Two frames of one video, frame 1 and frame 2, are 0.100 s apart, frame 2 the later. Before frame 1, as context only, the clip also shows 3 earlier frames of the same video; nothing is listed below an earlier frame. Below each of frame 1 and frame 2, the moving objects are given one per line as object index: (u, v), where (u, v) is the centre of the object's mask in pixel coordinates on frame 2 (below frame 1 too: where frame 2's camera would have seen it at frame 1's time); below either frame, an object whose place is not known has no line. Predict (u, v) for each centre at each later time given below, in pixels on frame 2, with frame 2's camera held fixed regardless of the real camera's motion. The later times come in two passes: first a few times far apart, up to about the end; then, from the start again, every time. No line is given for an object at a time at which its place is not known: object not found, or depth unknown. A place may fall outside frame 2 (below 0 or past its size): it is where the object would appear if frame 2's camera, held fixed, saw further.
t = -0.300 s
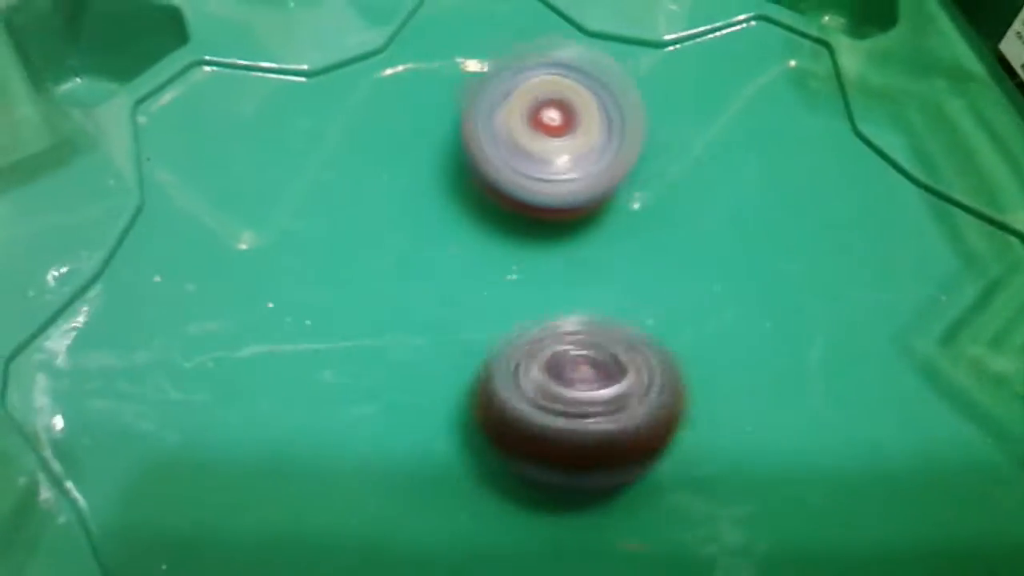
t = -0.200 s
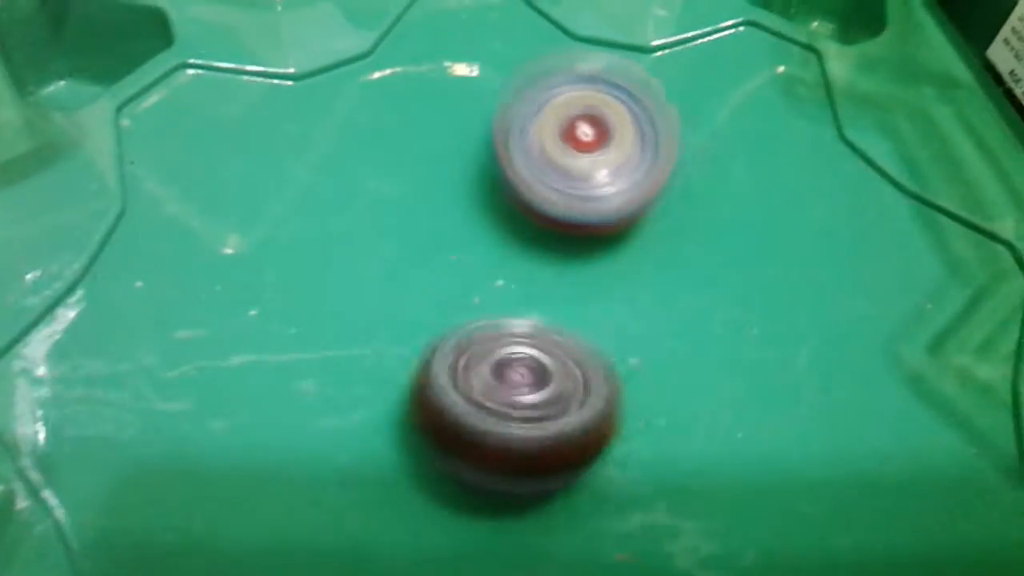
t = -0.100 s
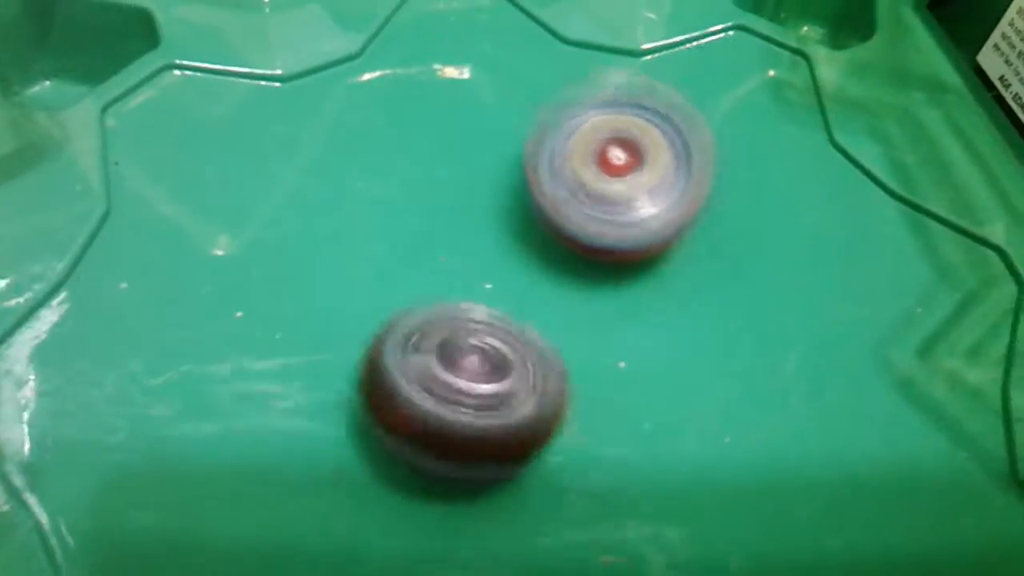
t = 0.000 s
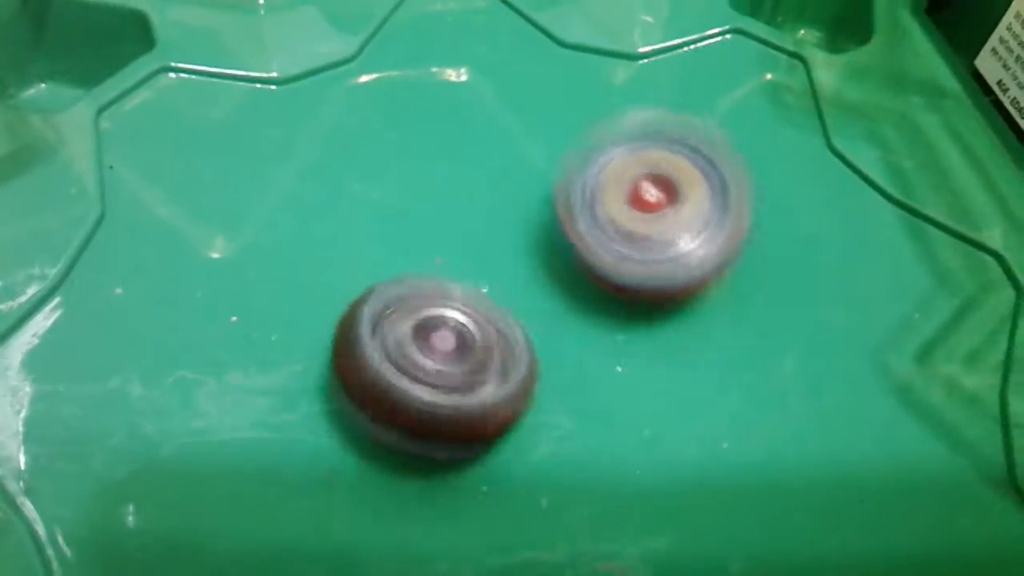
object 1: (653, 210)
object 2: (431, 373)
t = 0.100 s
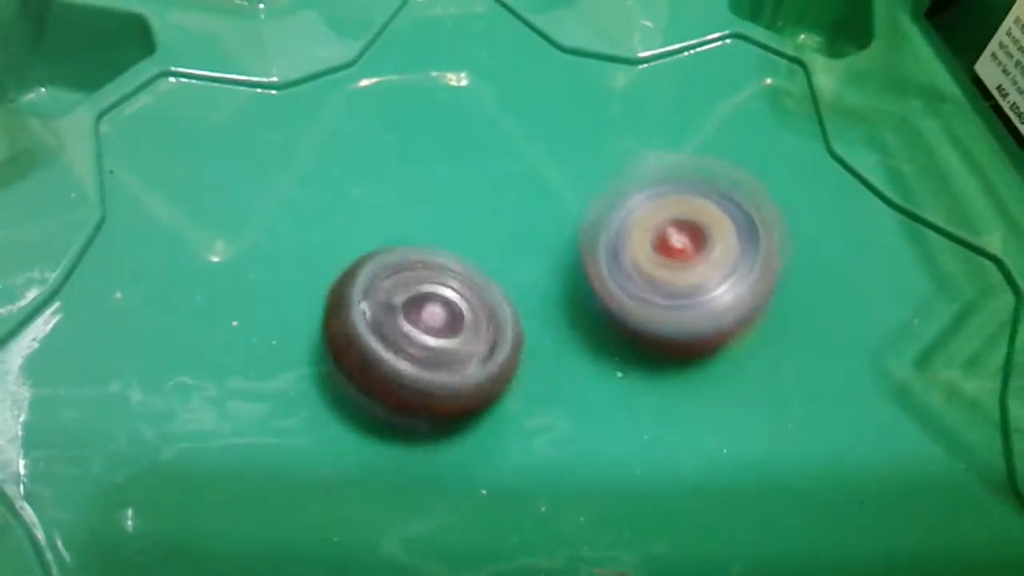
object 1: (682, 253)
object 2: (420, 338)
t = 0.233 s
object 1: (700, 322)
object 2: (430, 293)
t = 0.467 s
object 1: (672, 439)
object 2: (497, 253)
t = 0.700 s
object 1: (556, 489)
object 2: (587, 270)
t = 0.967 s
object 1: (396, 470)
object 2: (641, 354)
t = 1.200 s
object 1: (331, 367)
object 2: (599, 426)
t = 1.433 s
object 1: (364, 260)
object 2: (500, 431)
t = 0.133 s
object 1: (689, 269)
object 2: (419, 327)
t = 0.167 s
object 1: (694, 285)
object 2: (420, 317)
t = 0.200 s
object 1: (698, 304)
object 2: (426, 303)
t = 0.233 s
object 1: (700, 322)
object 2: (430, 293)
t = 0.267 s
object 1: (701, 340)
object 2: (437, 284)
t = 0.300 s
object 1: (701, 355)
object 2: (444, 277)
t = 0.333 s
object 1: (700, 371)
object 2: (451, 271)
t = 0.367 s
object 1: (697, 389)
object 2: (461, 265)
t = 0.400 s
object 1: (691, 405)
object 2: (473, 261)
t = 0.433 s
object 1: (684, 422)
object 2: (484, 257)
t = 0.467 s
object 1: (672, 439)
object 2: (497, 253)
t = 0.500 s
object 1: (659, 452)
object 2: (510, 252)
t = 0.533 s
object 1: (645, 465)
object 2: (522, 252)
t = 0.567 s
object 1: (629, 471)
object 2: (536, 253)
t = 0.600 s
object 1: (612, 478)
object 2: (550, 255)
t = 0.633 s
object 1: (592, 482)
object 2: (562, 259)
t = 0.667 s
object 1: (574, 487)
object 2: (575, 264)
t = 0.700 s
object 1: (556, 489)
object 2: (587, 270)
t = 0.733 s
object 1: (534, 491)
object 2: (597, 278)
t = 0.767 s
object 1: (514, 492)
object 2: (607, 285)
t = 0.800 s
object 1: (493, 492)
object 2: (615, 295)
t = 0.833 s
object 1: (472, 489)
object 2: (623, 304)
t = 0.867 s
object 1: (451, 488)
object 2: (630, 316)
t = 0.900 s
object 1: (431, 482)
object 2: (636, 328)
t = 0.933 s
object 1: (412, 478)
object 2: (639, 340)
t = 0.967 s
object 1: (396, 470)
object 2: (641, 354)
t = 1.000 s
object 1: (381, 462)
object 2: (641, 367)
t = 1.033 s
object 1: (367, 449)
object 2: (639, 379)
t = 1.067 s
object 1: (354, 433)
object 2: (635, 390)
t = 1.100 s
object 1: (346, 417)
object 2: (629, 400)
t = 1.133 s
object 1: (338, 402)
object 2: (621, 409)
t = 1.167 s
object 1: (334, 384)
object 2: (612, 416)
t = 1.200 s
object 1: (331, 367)
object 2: (599, 426)
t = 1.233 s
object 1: (330, 350)
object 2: (587, 433)
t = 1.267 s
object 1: (331, 333)
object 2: (573, 437)
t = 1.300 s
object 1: (334, 318)
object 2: (559, 439)
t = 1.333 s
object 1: (340, 302)
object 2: (545, 440)
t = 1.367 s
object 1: (347, 286)
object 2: (529, 437)
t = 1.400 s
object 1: (354, 272)
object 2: (514, 436)
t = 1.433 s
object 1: (364, 260)
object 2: (500, 431)
